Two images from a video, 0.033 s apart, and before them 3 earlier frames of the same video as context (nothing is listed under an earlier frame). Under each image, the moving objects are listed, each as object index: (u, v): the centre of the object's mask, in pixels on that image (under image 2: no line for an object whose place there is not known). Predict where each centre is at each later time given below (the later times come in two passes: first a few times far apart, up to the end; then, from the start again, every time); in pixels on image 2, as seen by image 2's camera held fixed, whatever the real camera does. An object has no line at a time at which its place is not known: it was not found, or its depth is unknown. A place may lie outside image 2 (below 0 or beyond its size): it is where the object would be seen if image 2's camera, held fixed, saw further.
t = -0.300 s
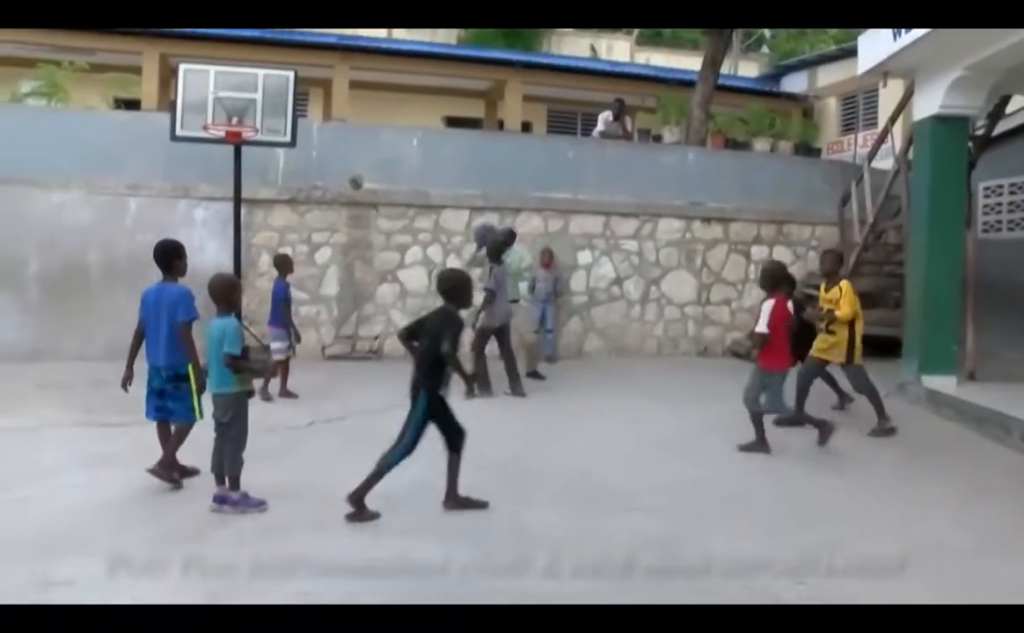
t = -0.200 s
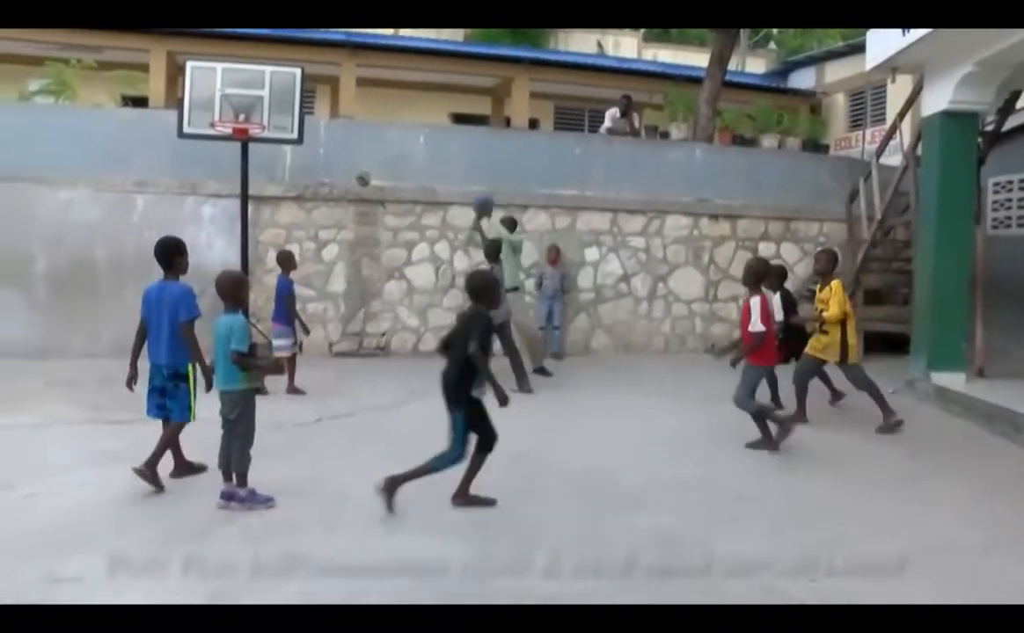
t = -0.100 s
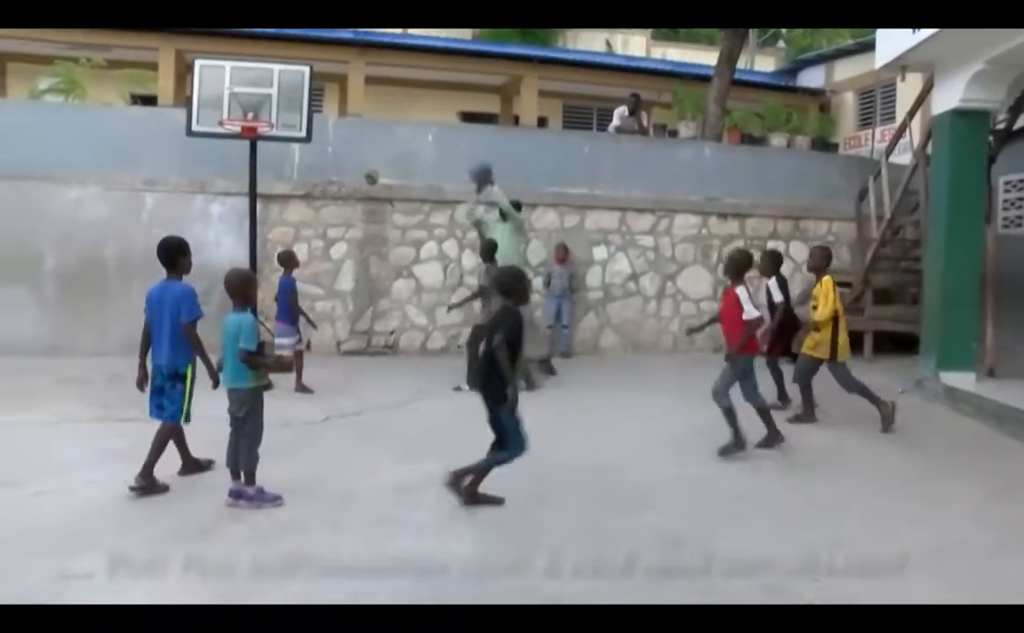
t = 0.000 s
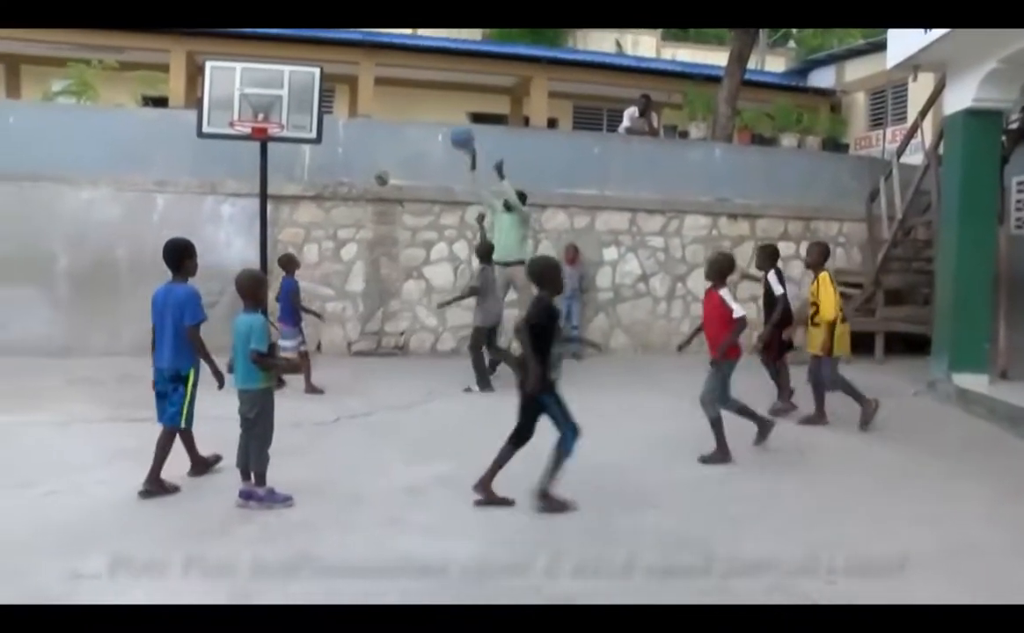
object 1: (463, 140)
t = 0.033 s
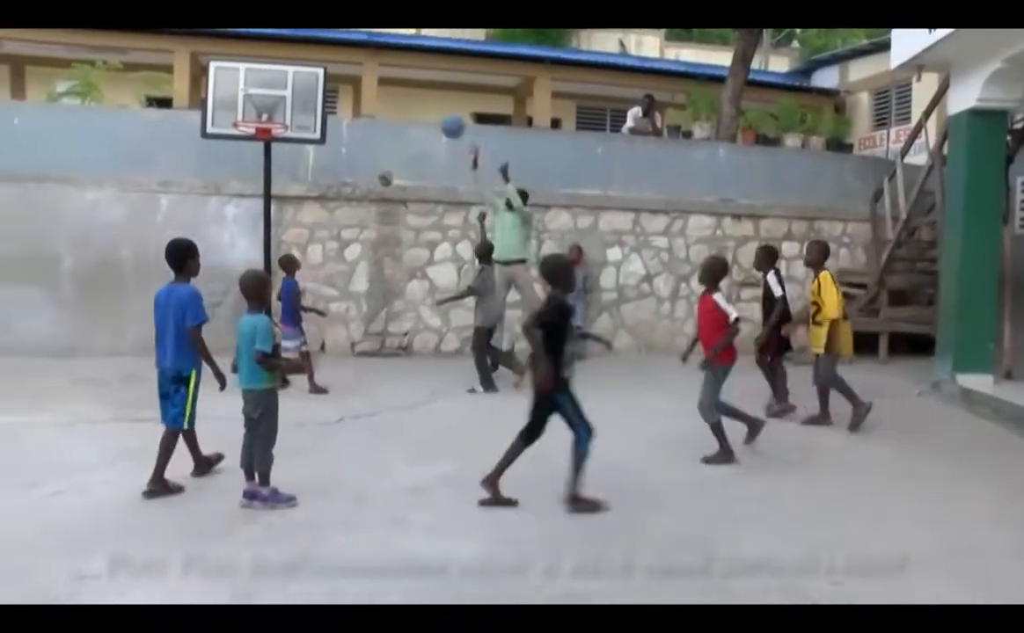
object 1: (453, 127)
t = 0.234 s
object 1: (373, 81)
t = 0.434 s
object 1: (288, 74)
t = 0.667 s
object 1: (182, 122)
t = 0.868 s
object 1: (86, 218)
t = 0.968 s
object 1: (38, 285)
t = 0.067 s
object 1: (440, 116)
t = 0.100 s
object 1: (426, 107)
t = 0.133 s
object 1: (412, 98)
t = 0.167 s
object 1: (399, 92)
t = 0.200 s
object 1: (386, 85)
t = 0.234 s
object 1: (373, 81)
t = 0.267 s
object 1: (358, 75)
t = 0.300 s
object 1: (343, 71)
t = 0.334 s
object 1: (330, 71)
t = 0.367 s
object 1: (317, 72)
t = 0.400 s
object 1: (302, 71)
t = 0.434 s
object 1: (288, 74)
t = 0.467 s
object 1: (274, 77)
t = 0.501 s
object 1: (259, 82)
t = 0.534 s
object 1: (243, 87)
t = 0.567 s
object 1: (229, 94)
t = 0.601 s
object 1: (213, 101)
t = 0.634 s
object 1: (197, 111)
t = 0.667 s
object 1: (182, 122)
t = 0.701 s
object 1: (166, 135)
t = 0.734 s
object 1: (150, 149)
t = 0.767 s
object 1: (135, 163)
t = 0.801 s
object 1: (119, 180)
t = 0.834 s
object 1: (102, 198)
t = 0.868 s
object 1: (86, 218)
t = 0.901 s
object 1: (71, 239)
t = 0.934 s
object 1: (54, 260)
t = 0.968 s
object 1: (38, 285)
